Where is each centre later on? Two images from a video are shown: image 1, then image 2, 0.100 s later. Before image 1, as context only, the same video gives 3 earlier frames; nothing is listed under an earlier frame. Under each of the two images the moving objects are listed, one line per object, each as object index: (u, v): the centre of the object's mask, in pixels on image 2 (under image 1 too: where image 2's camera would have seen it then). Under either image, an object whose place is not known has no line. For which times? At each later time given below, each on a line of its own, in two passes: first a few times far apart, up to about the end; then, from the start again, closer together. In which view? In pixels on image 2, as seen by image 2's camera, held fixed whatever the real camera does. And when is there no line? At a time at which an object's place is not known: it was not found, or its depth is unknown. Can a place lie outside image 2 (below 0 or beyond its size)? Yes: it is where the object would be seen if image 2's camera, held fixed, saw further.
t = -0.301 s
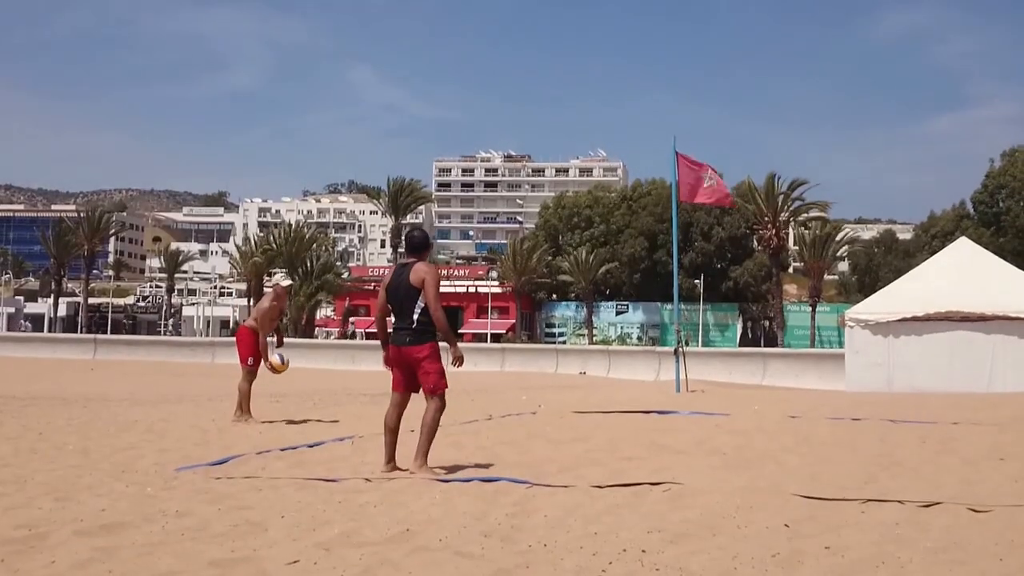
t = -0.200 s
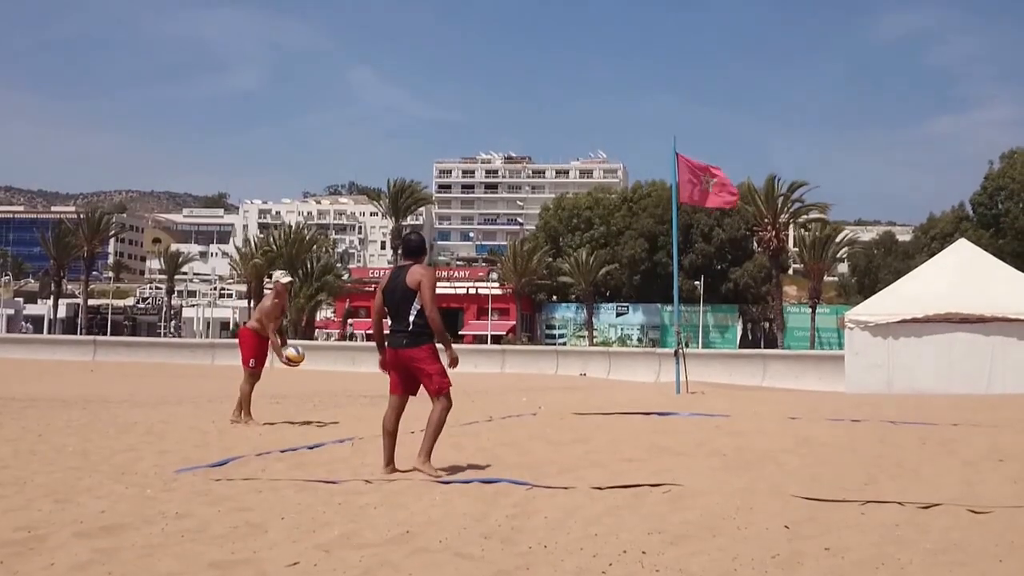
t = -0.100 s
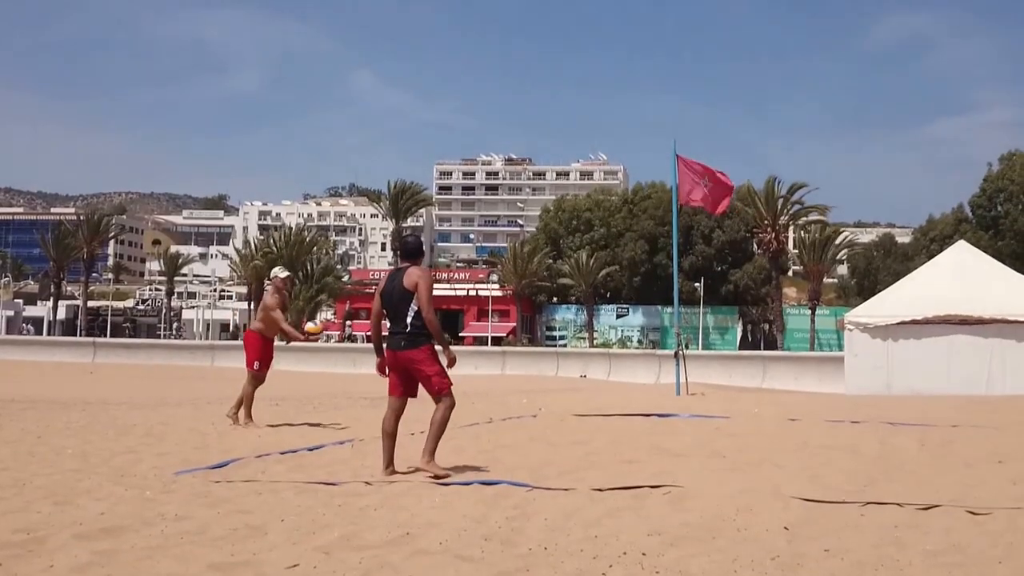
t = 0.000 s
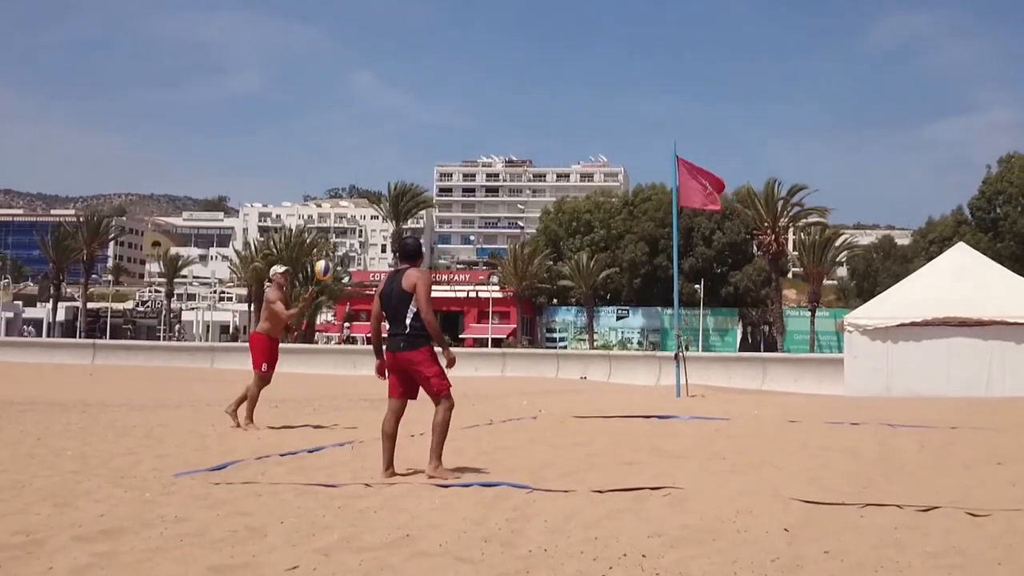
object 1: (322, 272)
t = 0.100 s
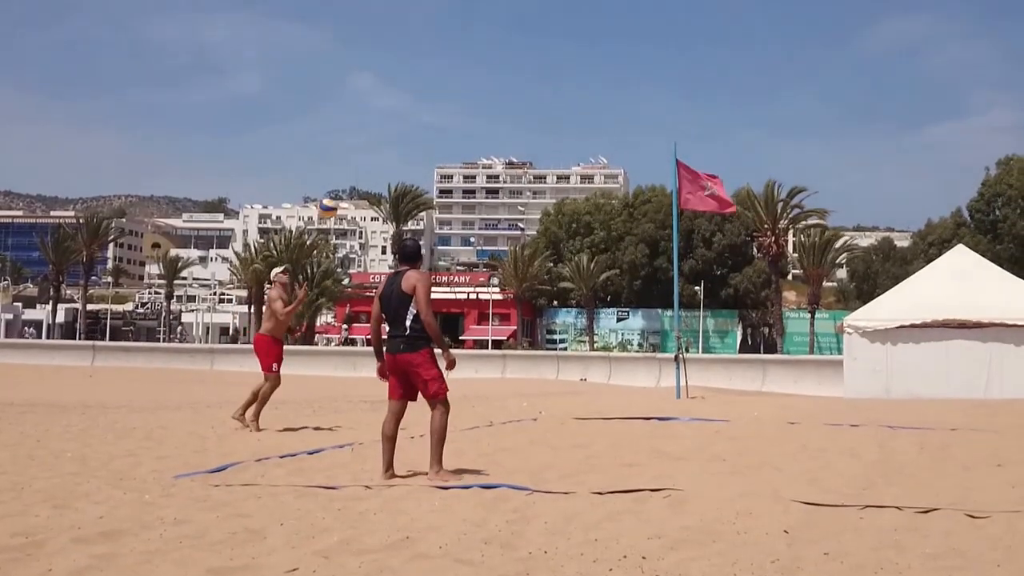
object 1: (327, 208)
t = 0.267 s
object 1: (333, 126)
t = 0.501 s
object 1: (341, 53)
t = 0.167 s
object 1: (330, 173)
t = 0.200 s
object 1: (332, 156)
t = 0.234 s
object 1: (332, 141)
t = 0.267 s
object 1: (333, 126)
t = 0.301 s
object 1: (334, 113)
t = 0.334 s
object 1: (335, 100)
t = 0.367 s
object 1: (337, 88)
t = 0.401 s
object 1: (337, 78)
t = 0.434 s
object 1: (339, 69)
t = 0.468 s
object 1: (340, 60)
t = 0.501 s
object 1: (341, 53)
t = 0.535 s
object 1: (343, 46)
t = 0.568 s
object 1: (344, 40)
